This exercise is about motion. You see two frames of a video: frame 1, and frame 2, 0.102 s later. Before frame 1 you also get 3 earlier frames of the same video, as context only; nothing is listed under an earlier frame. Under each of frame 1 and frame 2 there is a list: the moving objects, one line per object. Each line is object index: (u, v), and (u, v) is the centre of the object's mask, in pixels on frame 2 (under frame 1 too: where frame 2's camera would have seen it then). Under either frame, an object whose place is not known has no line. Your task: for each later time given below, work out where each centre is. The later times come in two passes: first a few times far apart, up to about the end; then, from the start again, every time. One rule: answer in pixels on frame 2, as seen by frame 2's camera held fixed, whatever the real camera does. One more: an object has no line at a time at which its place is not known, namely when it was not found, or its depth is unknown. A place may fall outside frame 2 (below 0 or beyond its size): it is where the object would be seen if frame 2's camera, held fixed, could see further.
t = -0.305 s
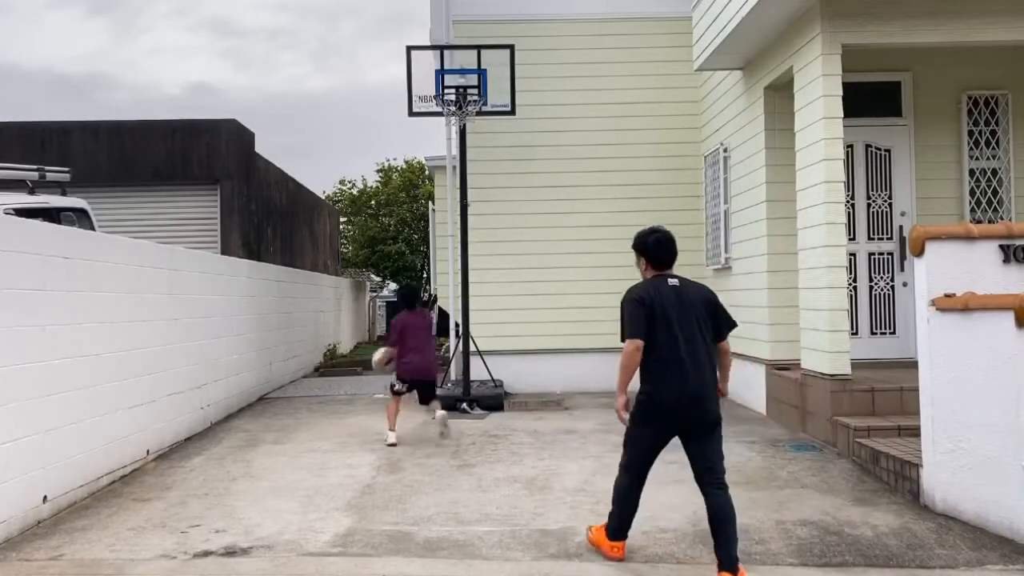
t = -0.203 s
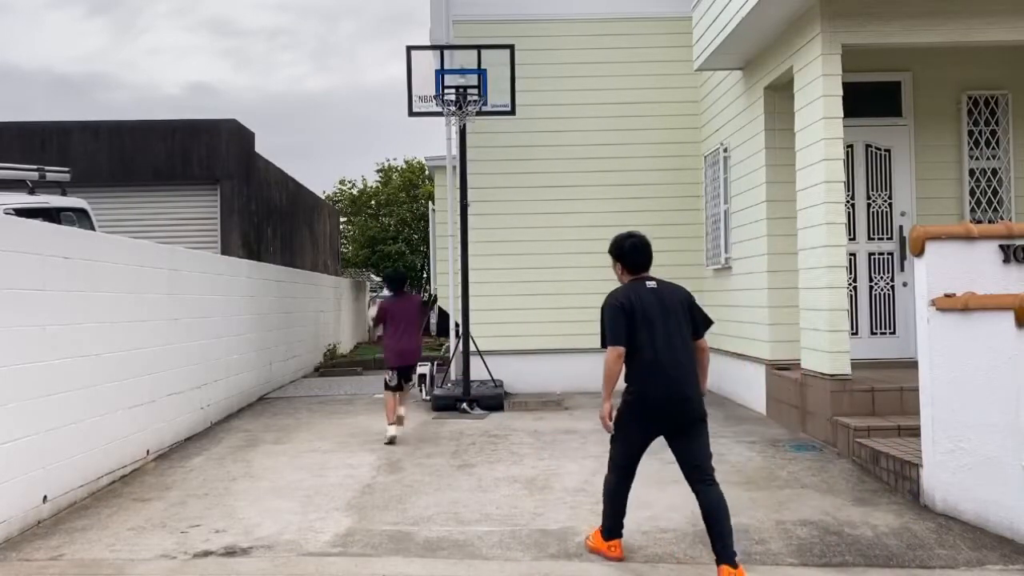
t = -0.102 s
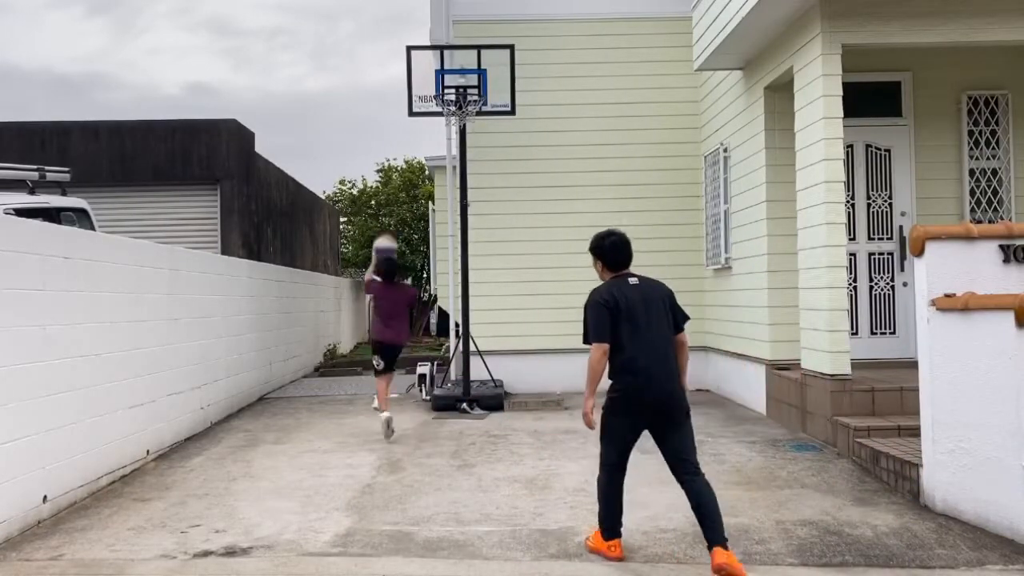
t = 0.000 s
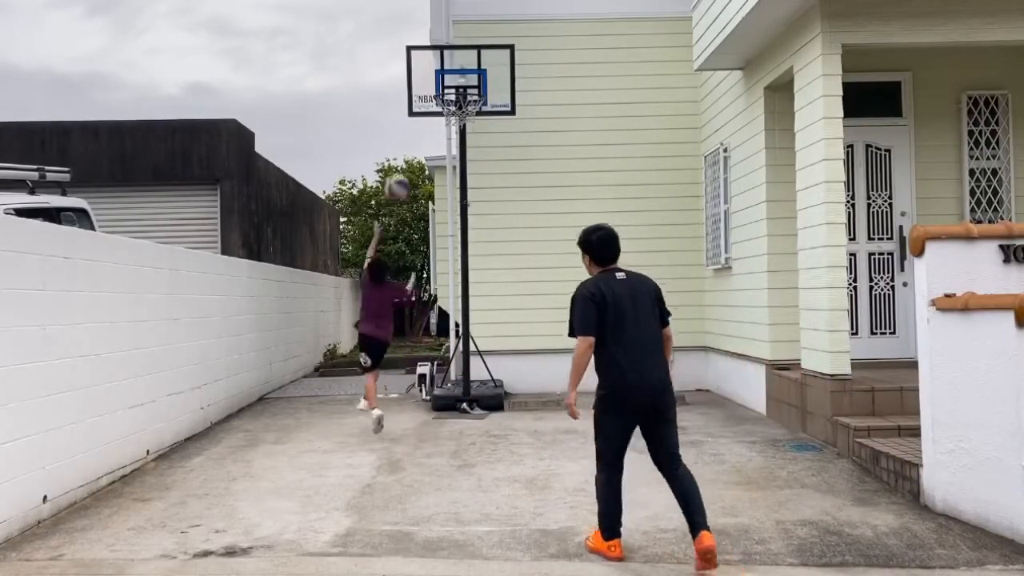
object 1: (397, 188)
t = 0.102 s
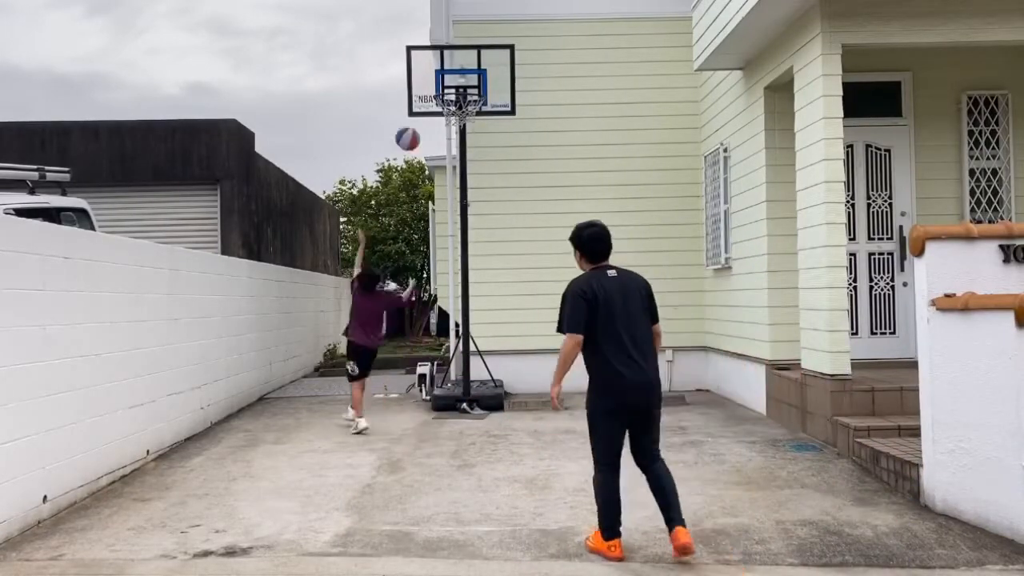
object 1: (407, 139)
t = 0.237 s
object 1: (421, 93)
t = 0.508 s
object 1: (420, 70)
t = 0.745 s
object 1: (422, 94)
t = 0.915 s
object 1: (423, 146)
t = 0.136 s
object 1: (411, 125)
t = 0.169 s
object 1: (415, 113)
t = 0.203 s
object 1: (418, 102)
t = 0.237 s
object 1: (421, 93)
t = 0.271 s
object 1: (421, 86)
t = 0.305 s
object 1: (420, 81)
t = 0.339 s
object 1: (421, 76)
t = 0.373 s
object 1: (420, 73)
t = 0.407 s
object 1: (420, 70)
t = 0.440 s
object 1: (420, 69)
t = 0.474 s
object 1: (420, 69)
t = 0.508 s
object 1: (420, 70)
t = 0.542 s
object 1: (420, 70)
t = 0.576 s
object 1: (420, 71)
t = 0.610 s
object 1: (420, 74)
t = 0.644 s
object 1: (421, 77)
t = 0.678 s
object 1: (421, 81)
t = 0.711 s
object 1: (422, 87)
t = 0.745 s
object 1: (422, 94)
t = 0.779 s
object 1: (422, 102)
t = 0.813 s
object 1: (422, 112)
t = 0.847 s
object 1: (423, 122)
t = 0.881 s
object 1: (423, 134)
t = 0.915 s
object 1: (423, 146)
